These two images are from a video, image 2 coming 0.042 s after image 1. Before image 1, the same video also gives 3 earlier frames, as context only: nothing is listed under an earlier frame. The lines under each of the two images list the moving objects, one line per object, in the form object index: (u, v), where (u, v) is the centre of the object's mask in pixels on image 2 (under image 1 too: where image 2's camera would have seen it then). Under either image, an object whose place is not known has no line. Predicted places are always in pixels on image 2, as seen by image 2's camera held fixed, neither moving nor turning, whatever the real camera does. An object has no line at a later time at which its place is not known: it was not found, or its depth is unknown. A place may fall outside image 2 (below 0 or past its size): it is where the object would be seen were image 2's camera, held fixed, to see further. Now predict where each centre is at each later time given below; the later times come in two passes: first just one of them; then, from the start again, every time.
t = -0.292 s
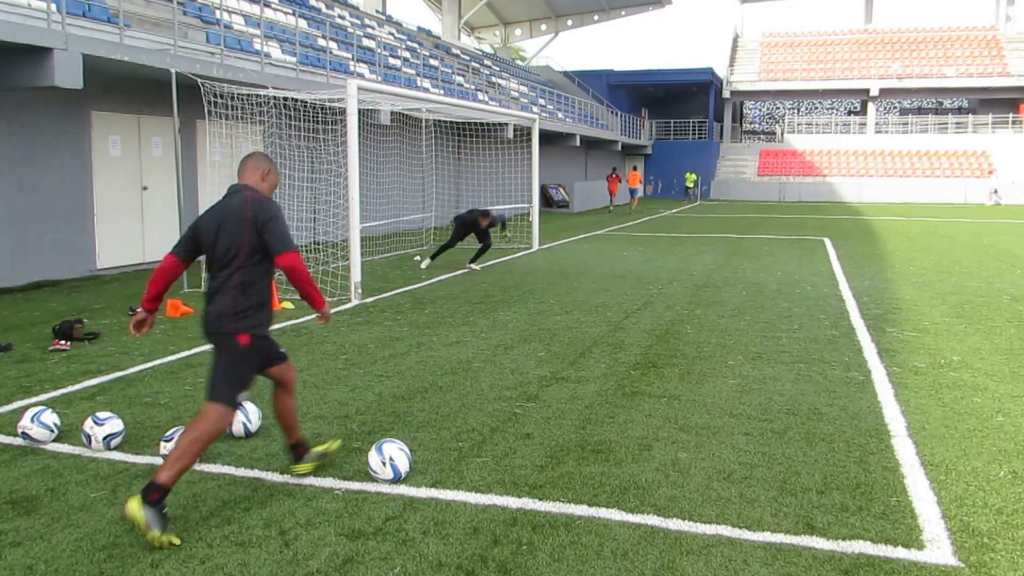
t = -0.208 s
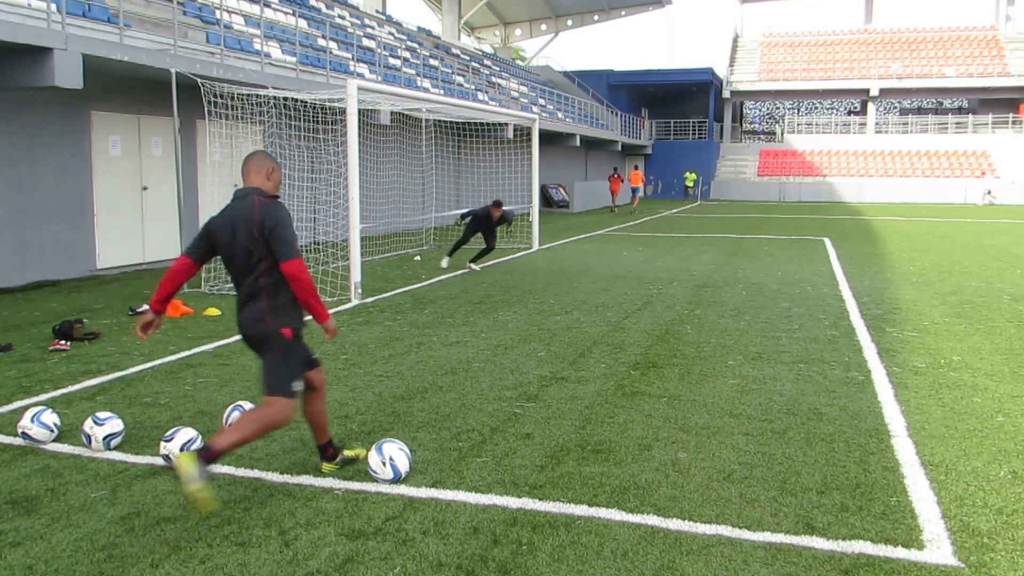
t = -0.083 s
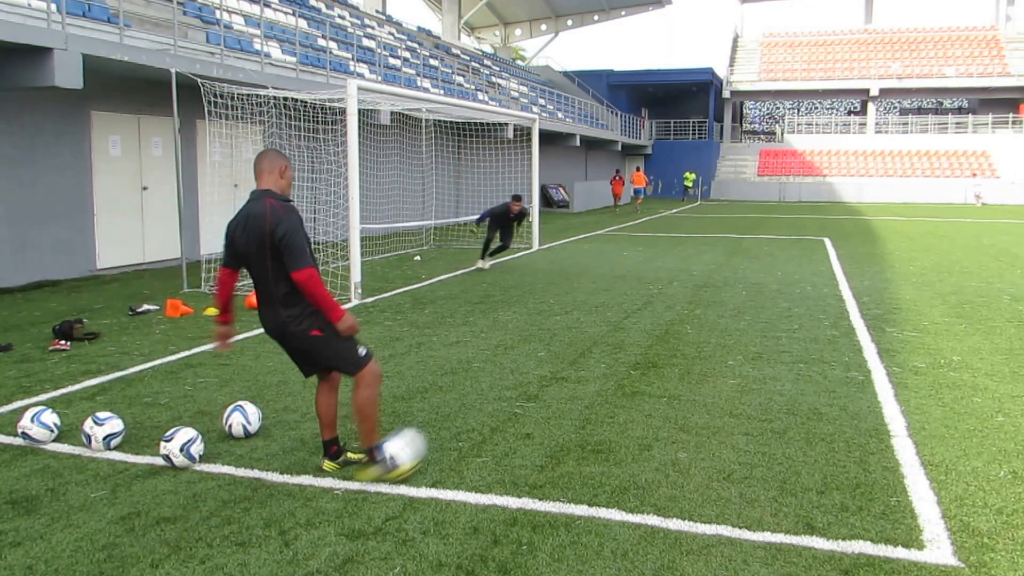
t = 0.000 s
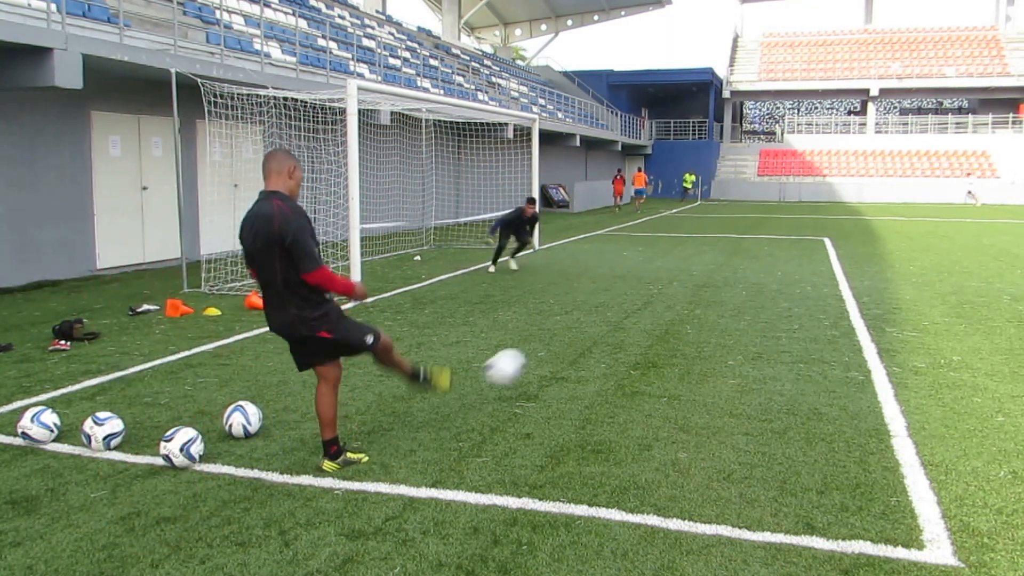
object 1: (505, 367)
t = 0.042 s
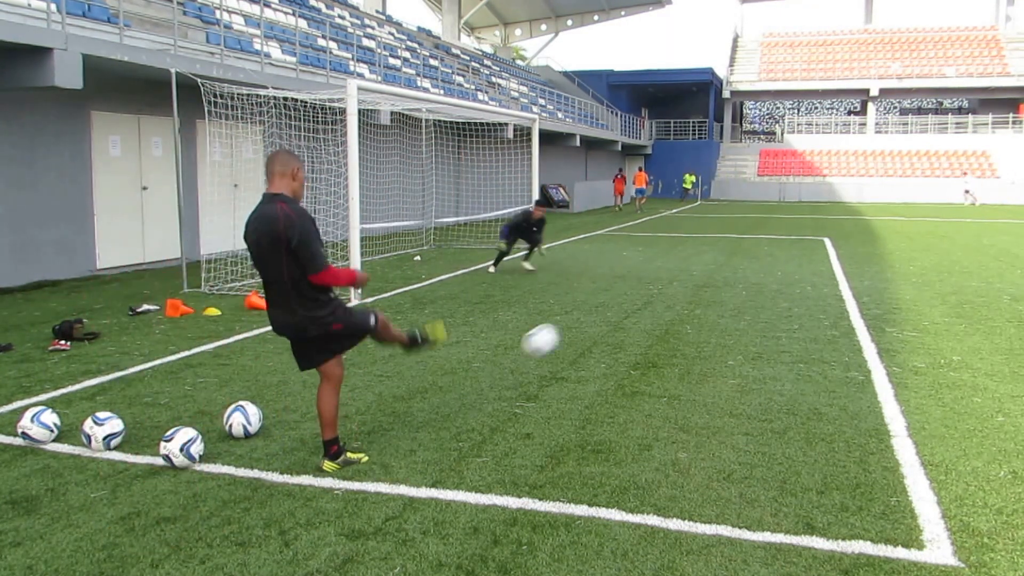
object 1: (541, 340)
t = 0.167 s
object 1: (615, 298)
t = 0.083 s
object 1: (571, 321)
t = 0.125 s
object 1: (596, 306)
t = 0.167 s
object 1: (615, 298)
